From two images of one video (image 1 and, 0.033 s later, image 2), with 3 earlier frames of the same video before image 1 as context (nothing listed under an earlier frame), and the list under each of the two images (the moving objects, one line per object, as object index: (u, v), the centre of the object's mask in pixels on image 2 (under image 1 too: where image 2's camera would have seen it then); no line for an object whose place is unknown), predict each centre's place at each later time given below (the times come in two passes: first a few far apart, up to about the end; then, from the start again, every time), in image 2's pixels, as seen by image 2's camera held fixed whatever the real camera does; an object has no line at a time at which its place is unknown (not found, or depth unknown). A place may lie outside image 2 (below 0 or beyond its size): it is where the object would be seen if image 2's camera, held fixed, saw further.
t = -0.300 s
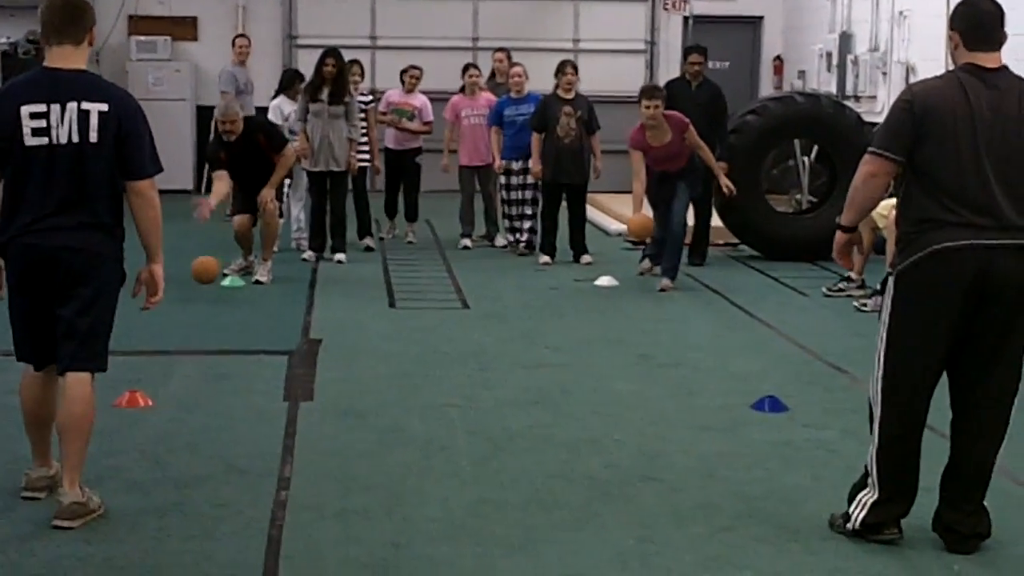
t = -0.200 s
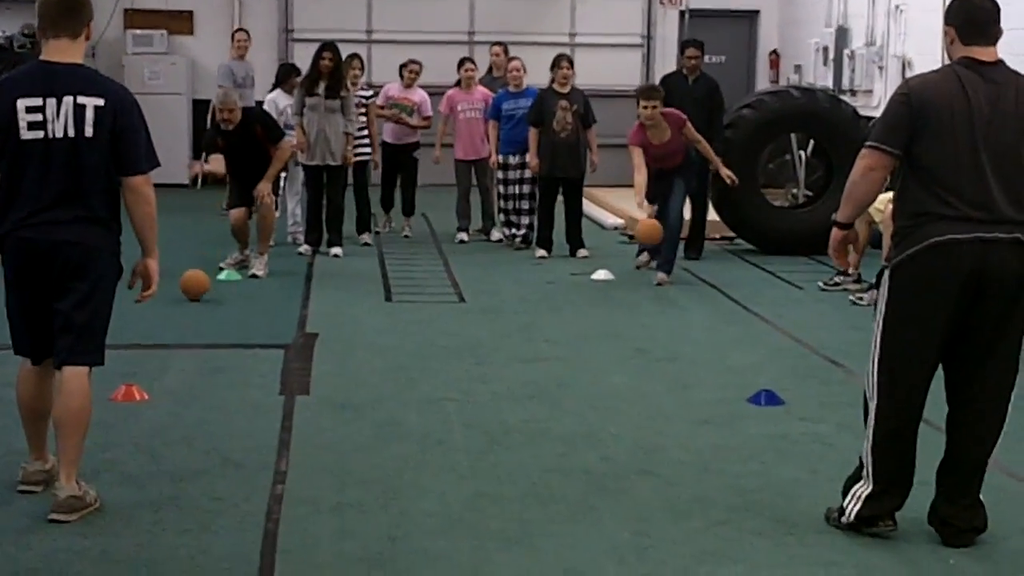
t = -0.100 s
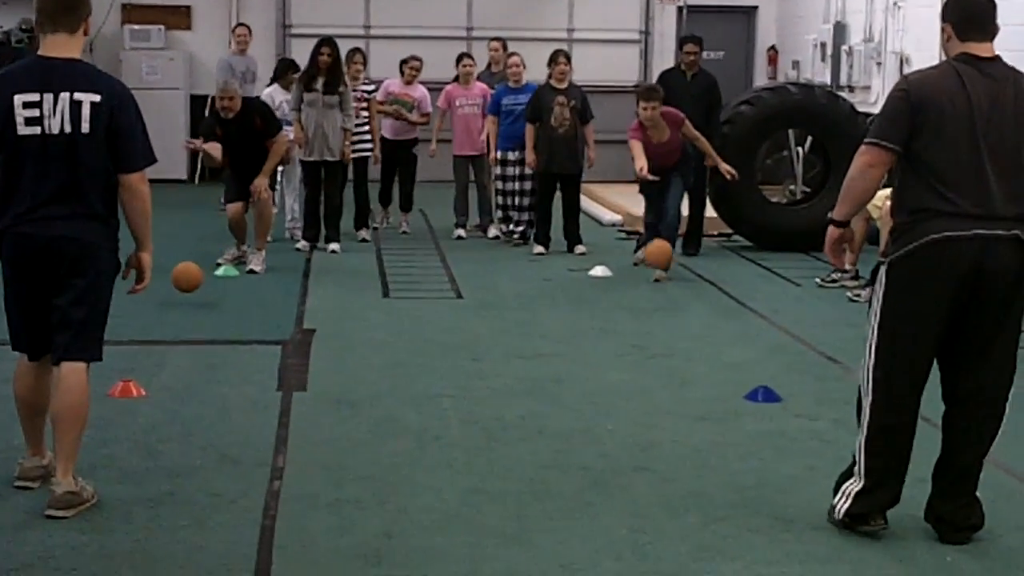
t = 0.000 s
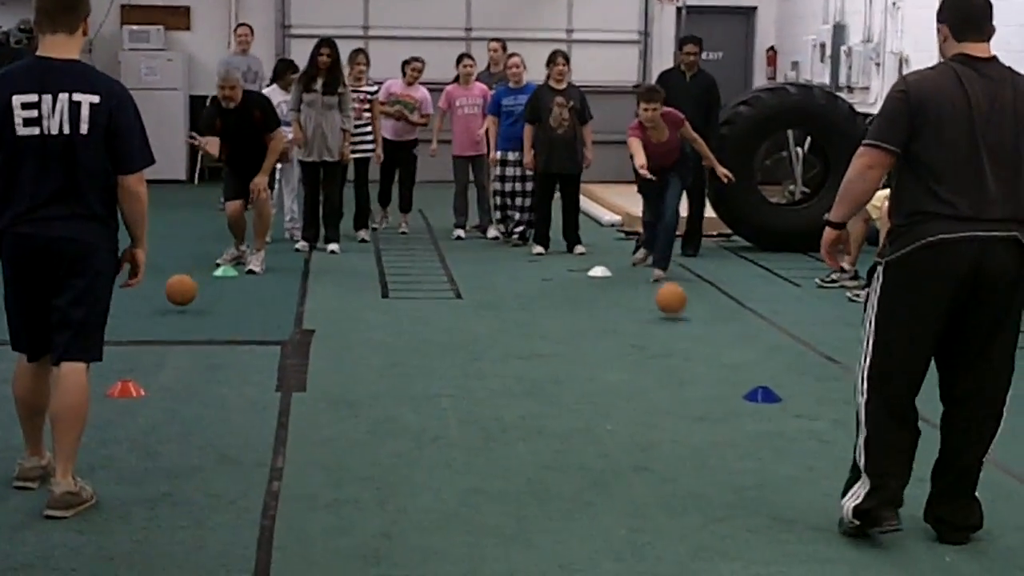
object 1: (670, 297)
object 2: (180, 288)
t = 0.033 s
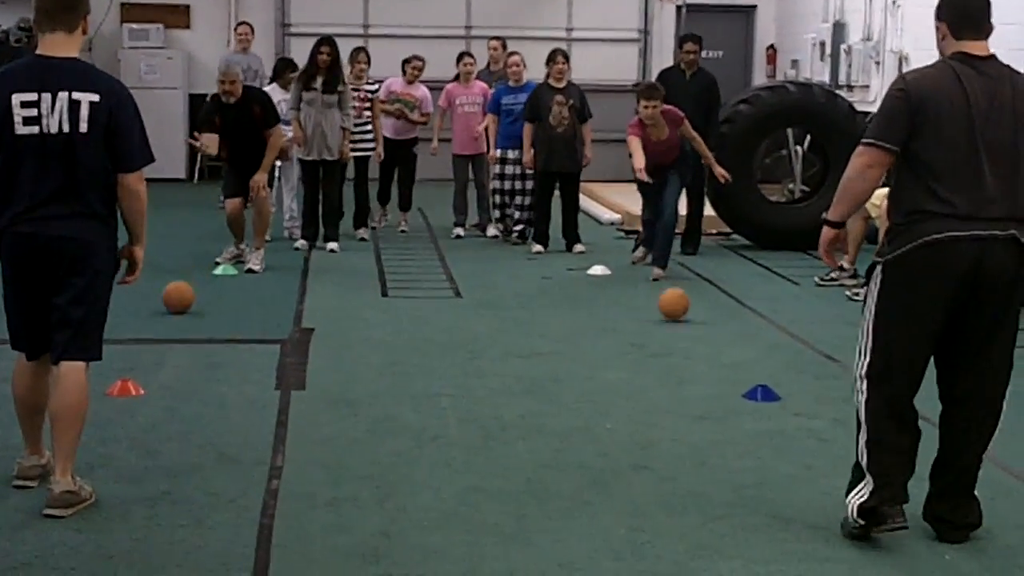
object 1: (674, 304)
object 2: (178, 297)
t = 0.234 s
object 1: (692, 287)
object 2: (165, 308)
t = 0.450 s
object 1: (714, 340)
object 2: (149, 325)
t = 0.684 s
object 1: (736, 342)
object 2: (130, 350)
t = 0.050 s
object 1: (675, 299)
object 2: (177, 299)
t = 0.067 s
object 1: (677, 296)
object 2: (176, 298)
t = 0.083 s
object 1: (679, 293)
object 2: (175, 297)
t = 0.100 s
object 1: (680, 291)
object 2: (174, 296)
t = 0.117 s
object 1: (682, 289)
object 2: (173, 296)
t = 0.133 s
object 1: (683, 288)
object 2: (172, 296)
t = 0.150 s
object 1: (684, 287)
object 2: (170, 297)
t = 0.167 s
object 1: (686, 286)
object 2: (169, 298)
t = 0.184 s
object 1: (688, 285)
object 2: (168, 299)
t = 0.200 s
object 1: (690, 285)
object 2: (168, 301)
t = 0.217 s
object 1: (691, 286)
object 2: (166, 304)
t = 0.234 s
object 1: (692, 287)
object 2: (165, 308)
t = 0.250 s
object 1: (694, 289)
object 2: (164, 313)
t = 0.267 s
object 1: (696, 291)
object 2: (162, 316)
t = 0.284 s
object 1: (697, 294)
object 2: (161, 315)
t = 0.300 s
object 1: (699, 298)
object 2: (159, 314)
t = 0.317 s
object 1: (700, 302)
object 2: (159, 313)
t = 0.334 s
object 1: (702, 306)
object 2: (158, 313)
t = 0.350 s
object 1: (704, 311)
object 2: (156, 313)
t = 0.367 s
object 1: (706, 316)
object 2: (155, 313)
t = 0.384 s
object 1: (707, 322)
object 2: (154, 315)
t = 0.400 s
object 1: (709, 329)
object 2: (153, 316)
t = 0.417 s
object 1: (711, 336)
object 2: (151, 318)
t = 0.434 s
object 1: (712, 342)
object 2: (150, 321)
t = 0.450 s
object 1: (714, 340)
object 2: (149, 325)
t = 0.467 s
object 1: (715, 337)
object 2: (148, 330)
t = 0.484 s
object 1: (717, 334)
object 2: (147, 333)
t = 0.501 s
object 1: (719, 332)
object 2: (145, 333)
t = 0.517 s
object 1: (720, 330)
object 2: (144, 331)
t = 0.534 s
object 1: (721, 329)
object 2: (143, 331)
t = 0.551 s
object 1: (723, 327)
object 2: (141, 330)
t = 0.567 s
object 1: (725, 327)
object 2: (140, 331)
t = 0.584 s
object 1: (726, 327)
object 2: (139, 331)
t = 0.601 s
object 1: (728, 328)
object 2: (138, 332)
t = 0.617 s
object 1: (730, 329)
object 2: (137, 335)
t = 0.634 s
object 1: (731, 332)
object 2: (135, 337)
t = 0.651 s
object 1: (733, 335)
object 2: (133, 341)
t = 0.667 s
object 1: (734, 338)
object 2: (132, 345)
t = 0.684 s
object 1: (736, 342)
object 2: (130, 350)
